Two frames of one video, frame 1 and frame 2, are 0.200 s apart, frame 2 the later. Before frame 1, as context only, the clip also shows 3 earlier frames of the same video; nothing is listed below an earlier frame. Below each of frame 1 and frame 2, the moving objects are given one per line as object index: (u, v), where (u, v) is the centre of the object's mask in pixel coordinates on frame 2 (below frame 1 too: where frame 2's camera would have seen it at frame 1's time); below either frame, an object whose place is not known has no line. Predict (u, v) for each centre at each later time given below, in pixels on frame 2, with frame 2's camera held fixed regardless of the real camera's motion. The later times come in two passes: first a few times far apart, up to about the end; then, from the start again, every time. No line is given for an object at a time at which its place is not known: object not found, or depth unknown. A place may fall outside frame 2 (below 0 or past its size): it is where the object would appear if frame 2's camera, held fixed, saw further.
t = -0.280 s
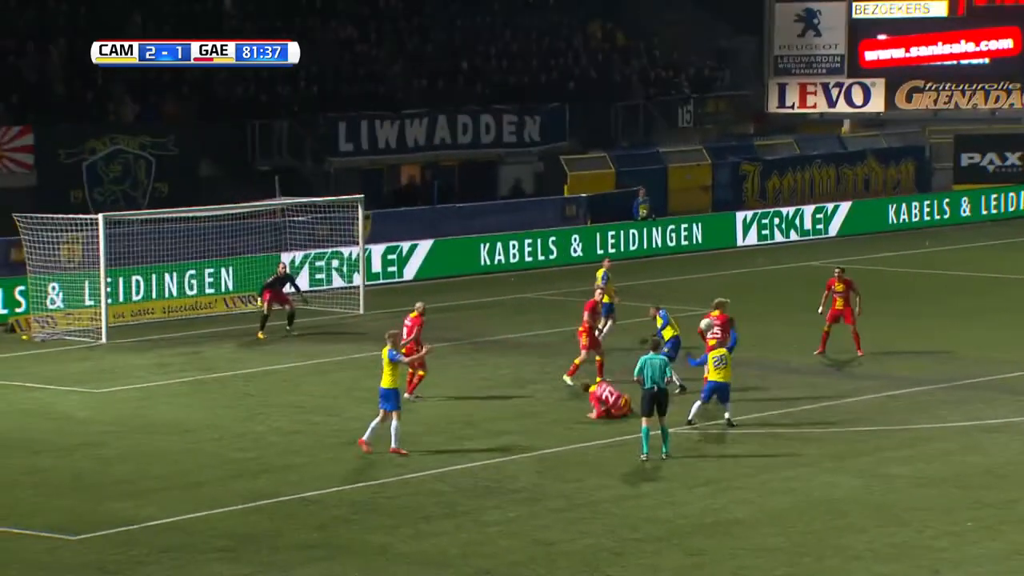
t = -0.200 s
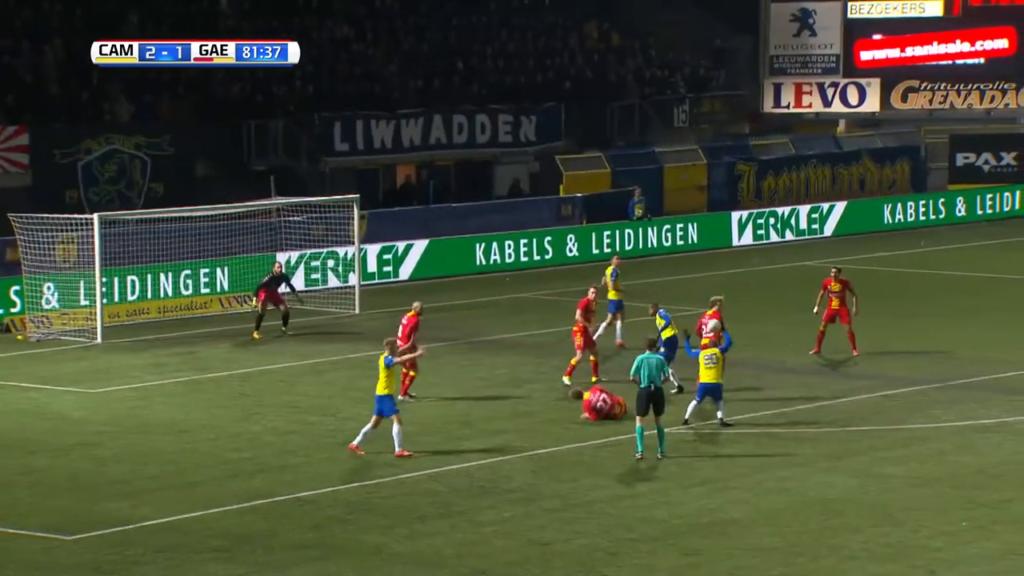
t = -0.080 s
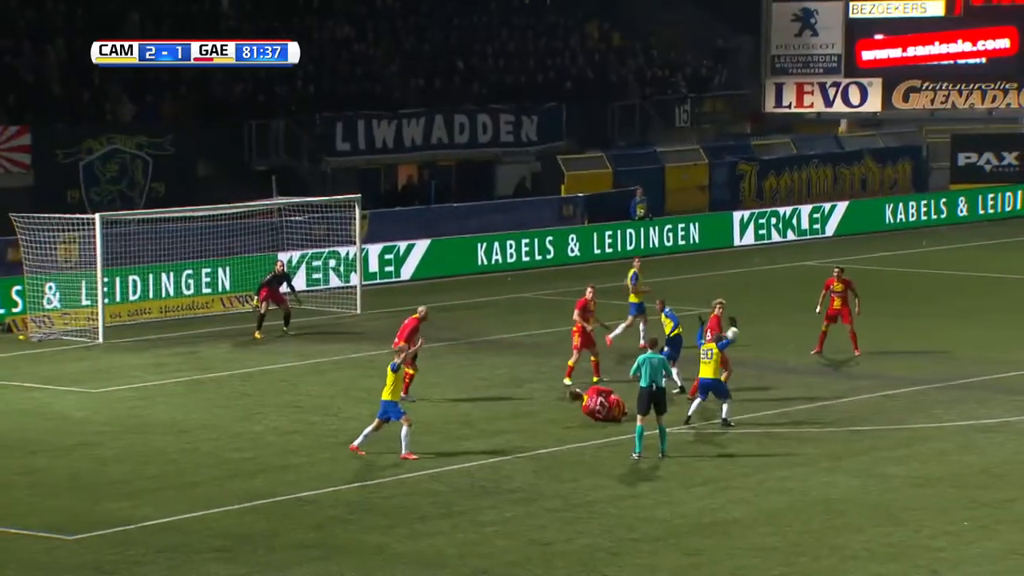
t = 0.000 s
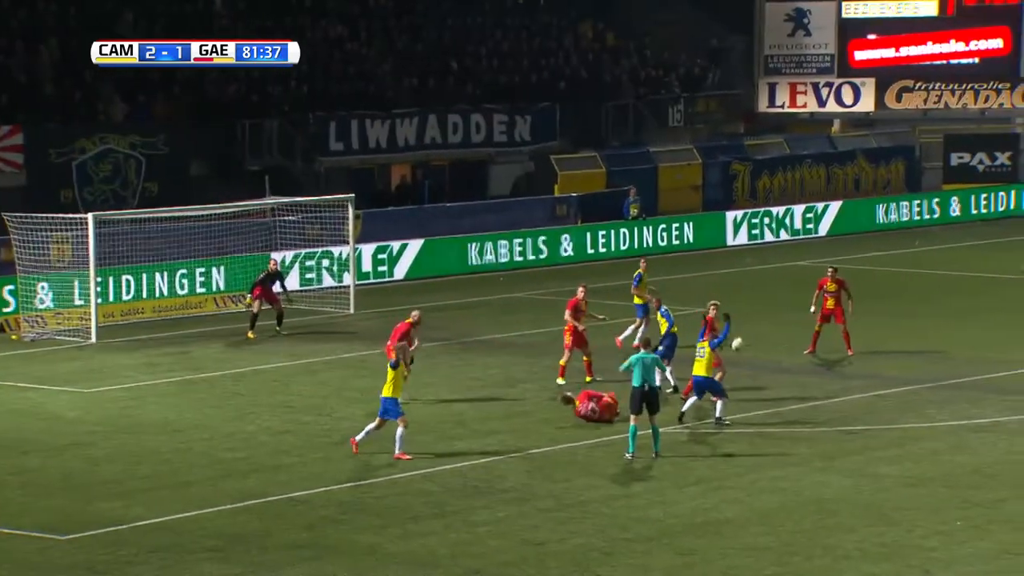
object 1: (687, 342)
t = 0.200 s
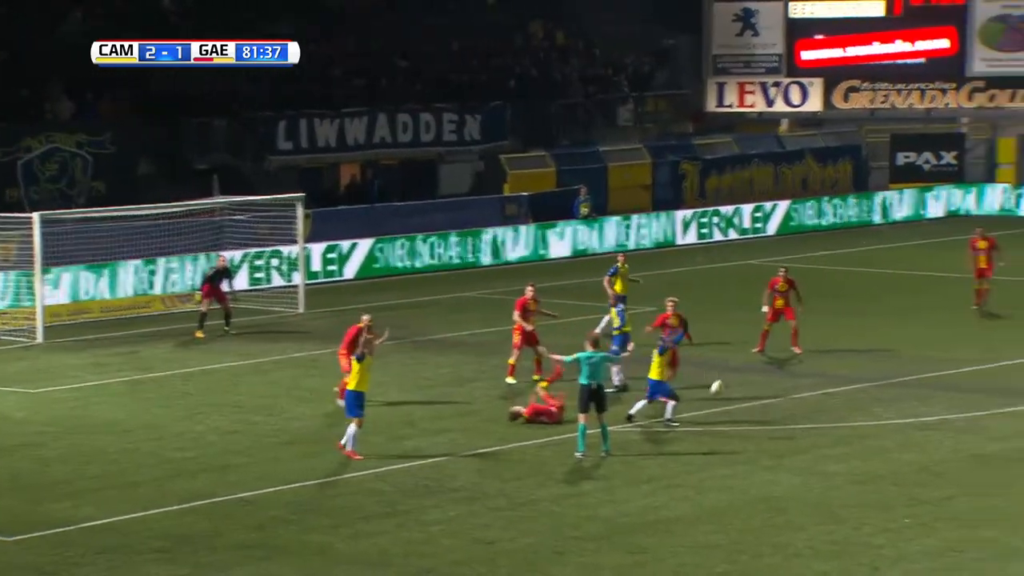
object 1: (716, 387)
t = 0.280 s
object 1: (727, 411)
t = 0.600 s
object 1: (786, 411)
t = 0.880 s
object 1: (841, 427)
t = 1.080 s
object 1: (881, 462)
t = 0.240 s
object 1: (721, 399)
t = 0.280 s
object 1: (727, 411)
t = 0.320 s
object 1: (733, 425)
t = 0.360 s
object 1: (740, 437)
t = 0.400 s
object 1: (747, 429)
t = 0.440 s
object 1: (755, 424)
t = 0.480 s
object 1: (760, 418)
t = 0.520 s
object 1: (769, 415)
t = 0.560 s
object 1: (777, 412)
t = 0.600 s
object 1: (786, 411)
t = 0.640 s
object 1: (794, 410)
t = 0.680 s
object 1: (800, 410)
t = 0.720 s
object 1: (809, 411)
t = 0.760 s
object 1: (817, 414)
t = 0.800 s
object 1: (824, 417)
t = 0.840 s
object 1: (833, 421)
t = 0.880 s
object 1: (841, 427)
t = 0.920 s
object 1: (848, 432)
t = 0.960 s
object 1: (856, 441)
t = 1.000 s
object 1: (865, 449)
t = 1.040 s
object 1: (873, 458)
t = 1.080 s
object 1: (881, 462)
